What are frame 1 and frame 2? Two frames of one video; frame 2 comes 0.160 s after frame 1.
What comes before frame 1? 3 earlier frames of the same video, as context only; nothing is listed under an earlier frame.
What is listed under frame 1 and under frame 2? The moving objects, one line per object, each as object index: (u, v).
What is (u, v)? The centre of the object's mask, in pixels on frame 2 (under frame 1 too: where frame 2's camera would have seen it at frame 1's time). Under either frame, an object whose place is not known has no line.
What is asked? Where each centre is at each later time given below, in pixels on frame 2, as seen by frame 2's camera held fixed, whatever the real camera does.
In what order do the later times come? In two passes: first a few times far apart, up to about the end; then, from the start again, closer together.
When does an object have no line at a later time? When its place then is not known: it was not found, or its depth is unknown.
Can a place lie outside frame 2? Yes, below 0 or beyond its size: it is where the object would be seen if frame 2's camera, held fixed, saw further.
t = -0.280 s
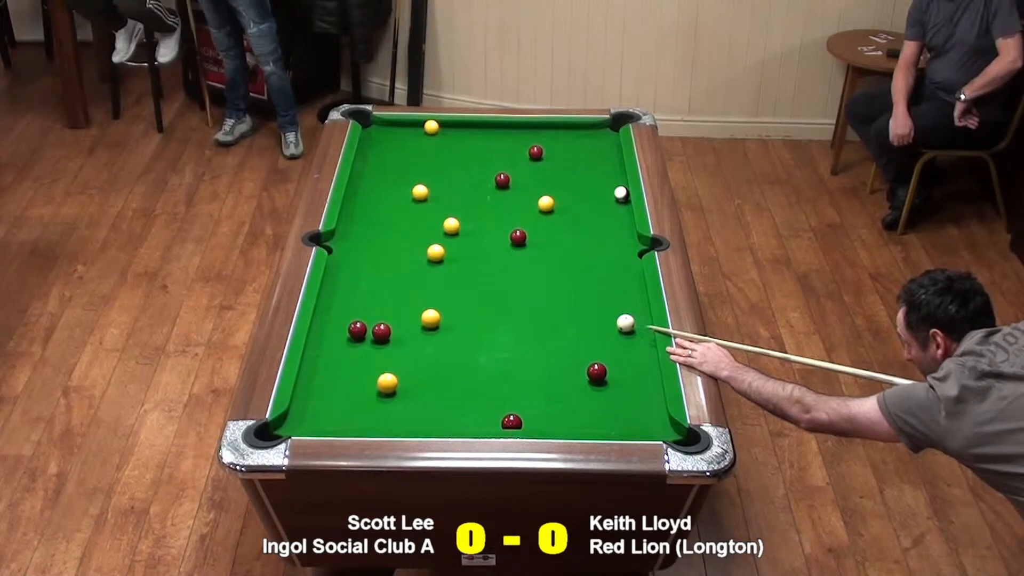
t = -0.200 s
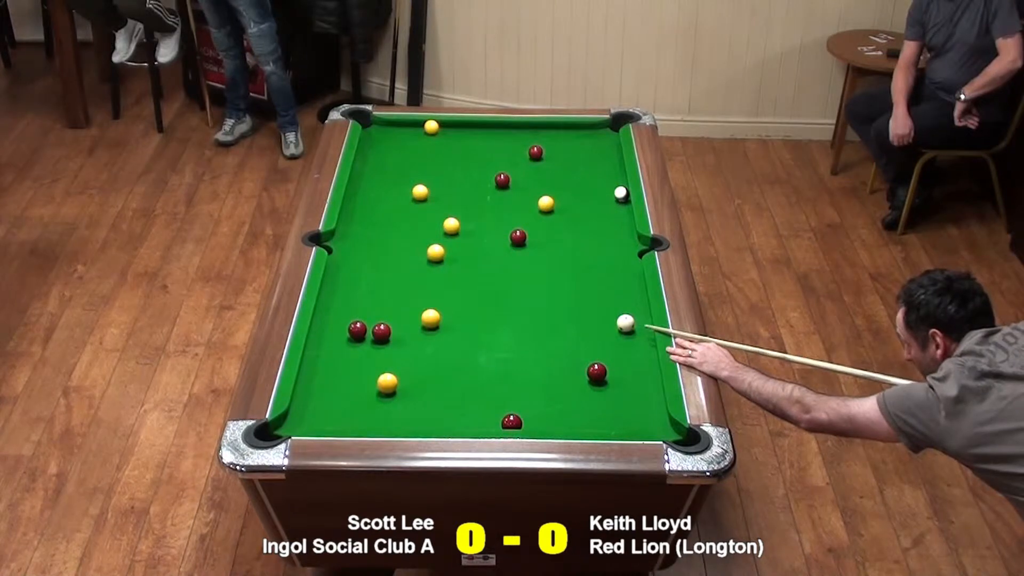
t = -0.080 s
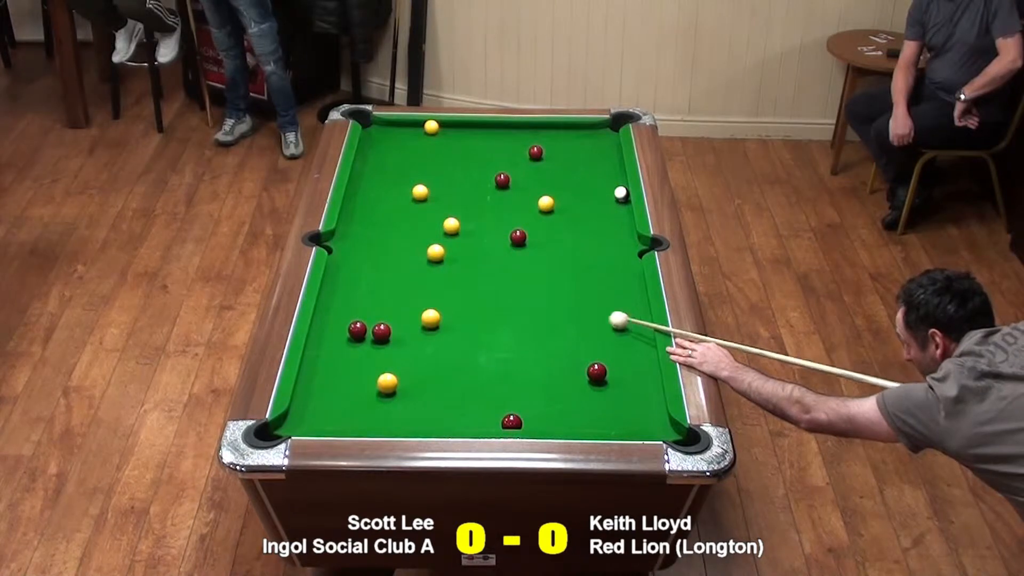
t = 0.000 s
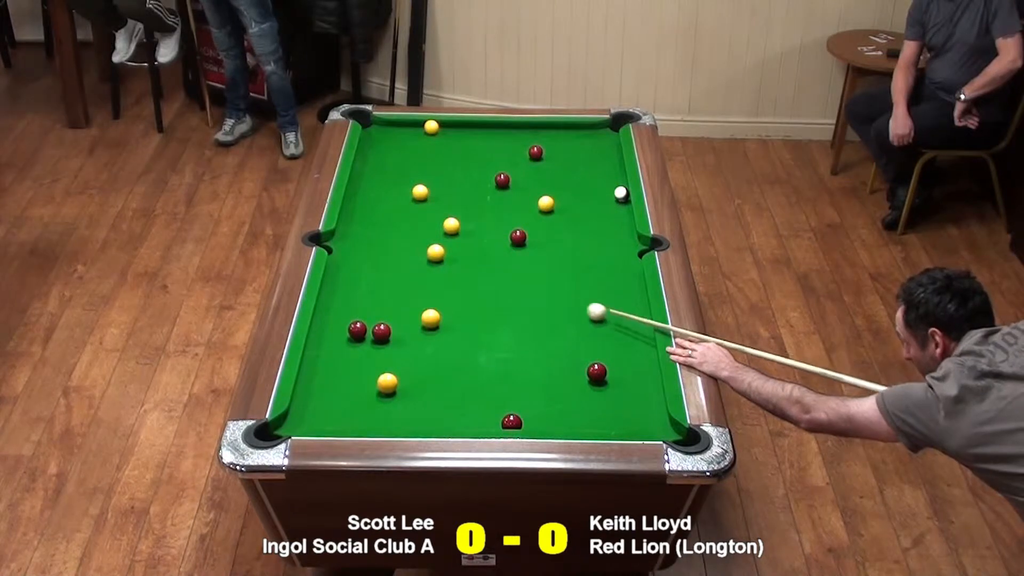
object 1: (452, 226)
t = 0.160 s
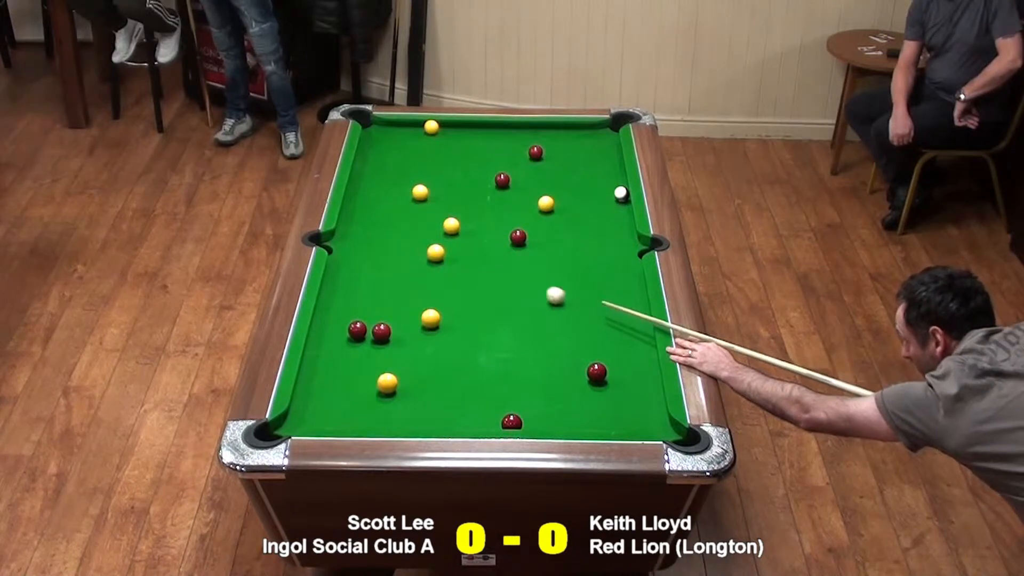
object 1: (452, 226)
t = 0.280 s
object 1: (452, 226)
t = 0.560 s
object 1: (452, 226)
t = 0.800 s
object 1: (452, 226)
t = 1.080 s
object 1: (453, 220)
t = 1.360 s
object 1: (453, 214)
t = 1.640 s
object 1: (454, 208)
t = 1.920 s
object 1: (455, 203)
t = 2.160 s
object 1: (456, 200)
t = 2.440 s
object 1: (458, 196)
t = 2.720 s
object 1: (459, 194)
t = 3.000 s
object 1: (458, 193)
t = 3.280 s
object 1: (461, 193)
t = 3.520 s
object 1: (462, 192)
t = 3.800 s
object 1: (462, 192)
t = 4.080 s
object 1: (462, 193)
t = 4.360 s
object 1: (462, 193)
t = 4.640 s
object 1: (462, 193)
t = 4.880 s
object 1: (462, 192)
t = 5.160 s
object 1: (462, 192)
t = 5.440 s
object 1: (462, 192)
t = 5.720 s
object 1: (462, 193)
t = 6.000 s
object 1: (462, 193)
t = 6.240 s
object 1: (462, 193)
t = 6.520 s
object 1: (462, 193)
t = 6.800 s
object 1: (462, 193)
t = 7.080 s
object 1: (462, 193)
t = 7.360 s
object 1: (462, 193)
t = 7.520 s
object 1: (462, 193)
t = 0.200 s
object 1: (452, 226)
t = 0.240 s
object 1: (452, 226)
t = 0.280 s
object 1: (452, 226)
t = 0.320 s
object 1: (452, 226)
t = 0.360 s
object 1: (452, 226)
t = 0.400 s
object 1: (452, 226)
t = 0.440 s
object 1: (452, 226)
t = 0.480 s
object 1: (452, 226)
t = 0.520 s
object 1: (452, 226)
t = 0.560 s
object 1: (452, 226)
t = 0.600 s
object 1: (452, 226)
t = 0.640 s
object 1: (452, 226)
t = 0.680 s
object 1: (452, 226)
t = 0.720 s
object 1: (452, 226)
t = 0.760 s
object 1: (451, 226)
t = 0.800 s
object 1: (452, 226)
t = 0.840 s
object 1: (452, 225)
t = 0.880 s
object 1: (452, 224)
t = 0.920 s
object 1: (452, 223)
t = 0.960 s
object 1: (452, 222)
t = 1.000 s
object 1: (452, 221)
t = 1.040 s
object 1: (452, 221)
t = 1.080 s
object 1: (453, 220)
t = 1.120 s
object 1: (452, 220)
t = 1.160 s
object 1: (453, 219)
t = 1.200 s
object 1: (453, 218)
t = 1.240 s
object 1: (453, 217)
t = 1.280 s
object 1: (453, 216)
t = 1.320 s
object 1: (453, 215)
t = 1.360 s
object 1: (453, 214)
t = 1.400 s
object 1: (453, 213)
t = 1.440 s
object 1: (453, 212)
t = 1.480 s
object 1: (453, 211)
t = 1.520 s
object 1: (453, 210)
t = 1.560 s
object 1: (453, 209)
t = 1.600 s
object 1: (454, 209)
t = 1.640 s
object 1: (454, 208)
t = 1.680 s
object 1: (454, 207)
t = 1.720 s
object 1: (454, 207)
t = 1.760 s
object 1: (454, 206)
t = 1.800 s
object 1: (454, 205)
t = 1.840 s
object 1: (455, 204)
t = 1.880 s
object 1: (455, 204)
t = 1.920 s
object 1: (455, 203)
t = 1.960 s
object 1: (455, 202)
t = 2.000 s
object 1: (456, 202)
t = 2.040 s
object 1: (456, 201)
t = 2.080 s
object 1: (456, 201)
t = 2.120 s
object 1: (456, 200)
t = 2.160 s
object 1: (456, 200)
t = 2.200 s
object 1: (457, 199)
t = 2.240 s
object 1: (457, 199)
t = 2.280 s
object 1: (457, 198)
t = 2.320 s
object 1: (457, 198)
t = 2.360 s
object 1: (458, 197)
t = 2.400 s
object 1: (458, 197)
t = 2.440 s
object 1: (458, 196)
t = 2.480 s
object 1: (458, 196)
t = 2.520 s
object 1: (458, 196)
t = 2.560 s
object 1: (459, 195)
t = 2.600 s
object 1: (459, 195)
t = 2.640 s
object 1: (459, 195)
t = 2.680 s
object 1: (459, 195)
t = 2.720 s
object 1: (459, 194)
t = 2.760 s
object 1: (459, 194)
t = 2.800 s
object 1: (459, 194)
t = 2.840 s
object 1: (460, 194)
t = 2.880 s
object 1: (460, 193)
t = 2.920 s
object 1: (460, 193)
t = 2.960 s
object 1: (460, 193)
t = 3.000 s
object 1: (458, 193)
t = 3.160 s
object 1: (461, 193)
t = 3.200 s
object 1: (461, 193)
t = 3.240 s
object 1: (461, 192)
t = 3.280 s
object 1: (461, 193)
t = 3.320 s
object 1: (462, 192)
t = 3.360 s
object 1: (462, 192)
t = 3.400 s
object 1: (462, 192)
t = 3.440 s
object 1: (462, 192)
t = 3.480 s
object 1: (462, 192)
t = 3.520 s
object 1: (462, 192)
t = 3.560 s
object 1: (462, 192)
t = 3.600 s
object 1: (462, 192)
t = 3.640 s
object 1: (462, 192)
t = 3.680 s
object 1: (462, 192)
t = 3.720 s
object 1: (462, 192)
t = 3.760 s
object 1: (462, 192)
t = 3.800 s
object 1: (462, 192)
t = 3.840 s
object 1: (462, 192)
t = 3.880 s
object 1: (462, 192)
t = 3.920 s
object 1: (462, 192)
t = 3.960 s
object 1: (462, 192)
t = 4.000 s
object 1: (462, 192)
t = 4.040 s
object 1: (462, 192)
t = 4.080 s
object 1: (462, 193)
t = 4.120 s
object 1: (462, 192)
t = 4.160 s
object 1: (462, 193)
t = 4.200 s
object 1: (462, 193)
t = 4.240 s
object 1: (462, 193)
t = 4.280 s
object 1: (462, 193)
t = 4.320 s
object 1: (462, 193)
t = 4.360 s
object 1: (462, 193)
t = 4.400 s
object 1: (462, 193)
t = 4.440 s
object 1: (462, 193)
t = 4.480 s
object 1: (462, 193)
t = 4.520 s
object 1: (462, 193)
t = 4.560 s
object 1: (462, 193)
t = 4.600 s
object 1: (462, 193)
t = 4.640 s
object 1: (462, 193)
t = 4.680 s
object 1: (462, 193)
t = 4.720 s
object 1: (462, 193)
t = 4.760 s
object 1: (462, 193)
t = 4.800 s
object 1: (462, 193)
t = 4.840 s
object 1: (462, 193)
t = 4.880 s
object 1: (462, 192)
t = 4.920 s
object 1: (462, 192)
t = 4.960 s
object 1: (462, 192)
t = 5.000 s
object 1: (462, 192)
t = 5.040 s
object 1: (462, 192)
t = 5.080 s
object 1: (462, 193)
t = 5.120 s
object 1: (462, 193)
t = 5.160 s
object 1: (462, 192)
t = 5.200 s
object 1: (462, 192)
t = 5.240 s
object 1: (462, 193)
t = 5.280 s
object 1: (462, 192)
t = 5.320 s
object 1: (462, 192)
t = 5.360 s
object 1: (462, 192)
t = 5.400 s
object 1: (462, 193)
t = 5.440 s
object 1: (462, 192)
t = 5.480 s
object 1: (462, 192)
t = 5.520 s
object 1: (462, 192)
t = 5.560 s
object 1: (462, 193)
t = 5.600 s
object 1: (462, 193)
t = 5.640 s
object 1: (462, 193)
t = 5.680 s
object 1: (462, 193)
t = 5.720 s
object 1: (462, 193)
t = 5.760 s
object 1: (462, 193)
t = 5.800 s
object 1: (462, 193)
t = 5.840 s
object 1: (462, 193)
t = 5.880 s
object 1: (462, 193)
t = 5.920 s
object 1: (462, 193)
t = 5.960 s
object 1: (462, 193)
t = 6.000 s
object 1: (462, 193)
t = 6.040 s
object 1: (462, 193)
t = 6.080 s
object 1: (462, 193)
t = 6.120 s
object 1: (462, 193)
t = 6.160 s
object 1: (462, 193)
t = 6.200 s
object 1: (462, 193)
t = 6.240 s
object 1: (462, 193)
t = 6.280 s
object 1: (462, 193)
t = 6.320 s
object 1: (462, 193)
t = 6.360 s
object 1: (462, 193)
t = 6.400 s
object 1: (462, 193)
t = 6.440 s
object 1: (462, 193)
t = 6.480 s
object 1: (462, 193)
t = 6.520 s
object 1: (462, 193)
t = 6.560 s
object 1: (462, 193)
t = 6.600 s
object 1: (462, 193)
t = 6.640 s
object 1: (462, 193)
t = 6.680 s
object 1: (462, 193)
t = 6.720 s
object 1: (462, 193)
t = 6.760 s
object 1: (462, 193)
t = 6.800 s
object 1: (462, 193)
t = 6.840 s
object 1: (462, 193)
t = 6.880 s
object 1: (462, 193)
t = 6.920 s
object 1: (462, 193)
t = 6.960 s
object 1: (462, 193)
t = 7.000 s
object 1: (462, 193)
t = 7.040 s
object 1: (462, 193)
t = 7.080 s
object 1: (462, 193)
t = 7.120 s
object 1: (462, 193)
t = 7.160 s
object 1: (462, 193)
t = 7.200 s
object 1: (462, 193)
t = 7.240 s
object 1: (462, 193)
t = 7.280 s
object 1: (462, 193)
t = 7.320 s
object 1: (462, 193)
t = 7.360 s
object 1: (462, 193)
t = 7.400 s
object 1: (462, 193)
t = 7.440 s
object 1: (462, 193)
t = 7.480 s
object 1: (462, 193)
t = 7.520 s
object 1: (462, 193)
